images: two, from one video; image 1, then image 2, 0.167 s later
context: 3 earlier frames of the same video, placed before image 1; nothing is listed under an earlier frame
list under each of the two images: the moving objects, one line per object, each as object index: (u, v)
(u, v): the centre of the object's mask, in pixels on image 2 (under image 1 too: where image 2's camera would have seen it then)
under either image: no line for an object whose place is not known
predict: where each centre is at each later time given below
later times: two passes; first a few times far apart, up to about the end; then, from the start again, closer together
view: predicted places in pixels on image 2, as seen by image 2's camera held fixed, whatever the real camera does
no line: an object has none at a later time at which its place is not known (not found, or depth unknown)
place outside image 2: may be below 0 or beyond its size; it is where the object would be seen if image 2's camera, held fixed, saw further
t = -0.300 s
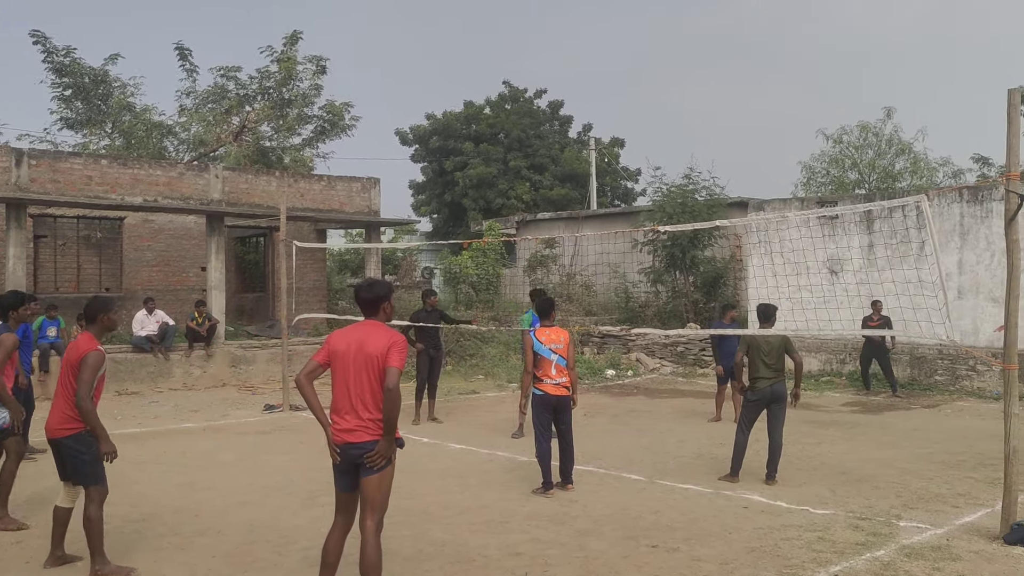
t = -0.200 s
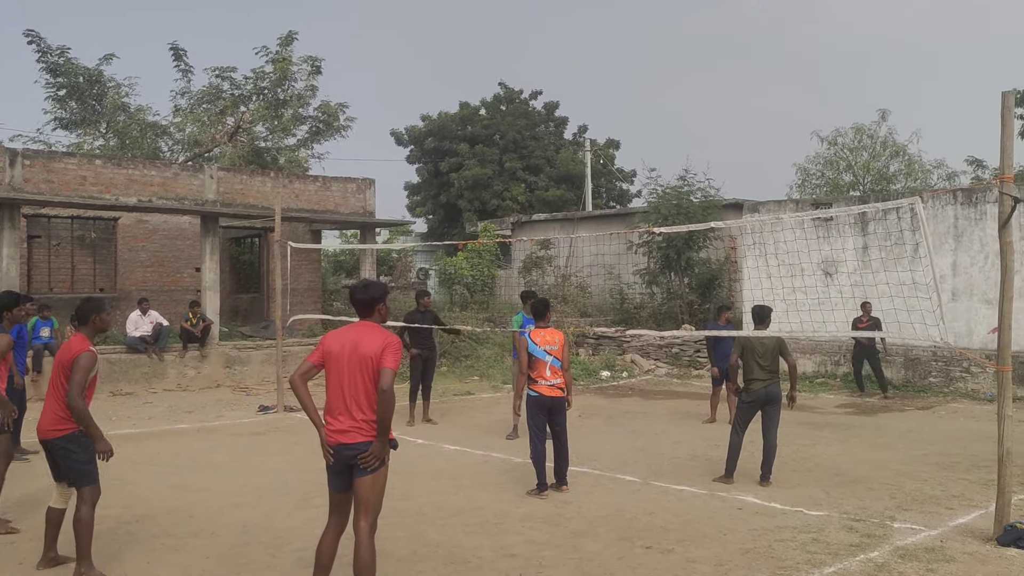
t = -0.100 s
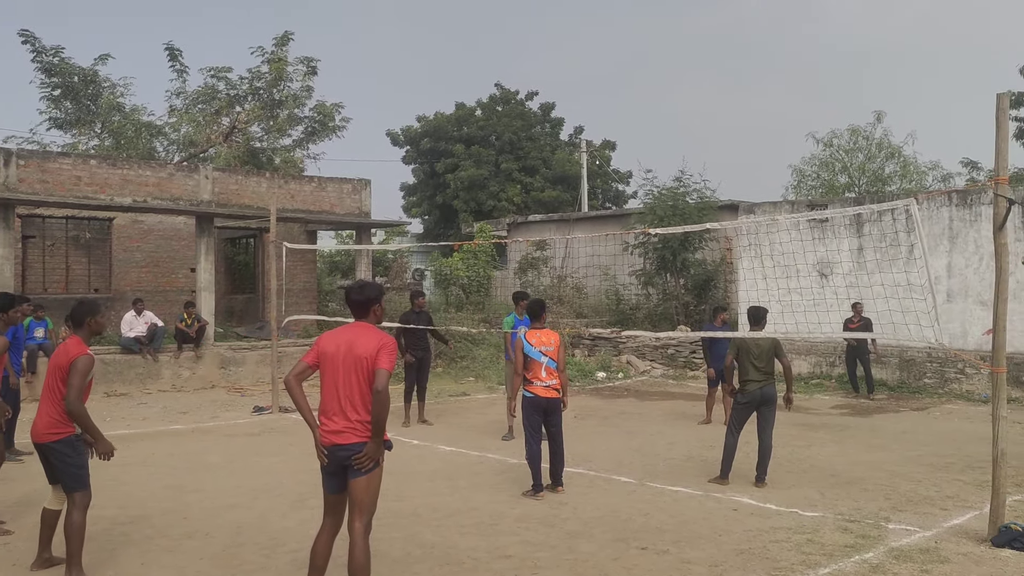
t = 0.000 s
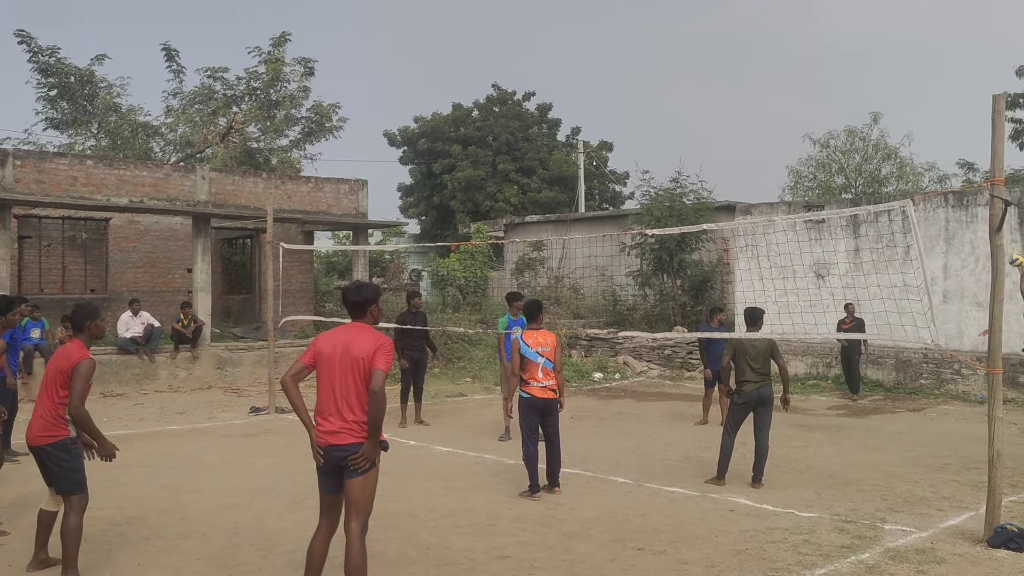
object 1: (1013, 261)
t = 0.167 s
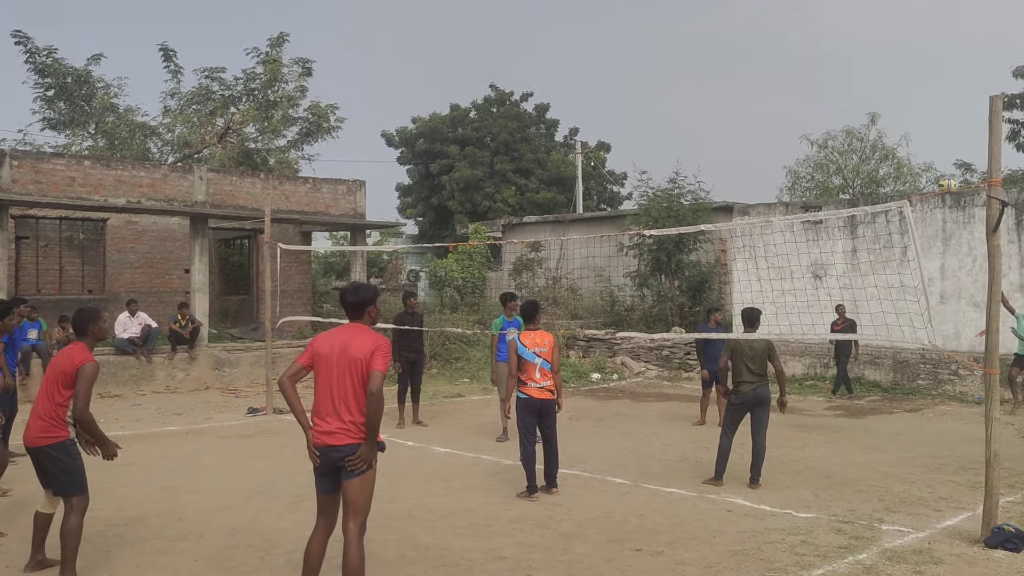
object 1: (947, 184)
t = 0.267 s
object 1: (902, 144)
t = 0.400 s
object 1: (836, 96)
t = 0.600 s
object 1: (718, 44)
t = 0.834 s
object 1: (545, 15)
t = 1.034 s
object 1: (352, 31)
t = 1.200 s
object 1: (141, 90)
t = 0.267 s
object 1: (902, 144)
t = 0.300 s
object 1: (887, 131)
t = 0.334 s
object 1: (871, 119)
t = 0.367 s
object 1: (853, 107)
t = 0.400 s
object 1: (836, 96)
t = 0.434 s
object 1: (817, 86)
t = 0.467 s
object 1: (799, 75)
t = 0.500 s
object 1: (780, 66)
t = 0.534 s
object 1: (761, 58)
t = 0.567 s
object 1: (739, 50)
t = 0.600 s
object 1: (718, 44)
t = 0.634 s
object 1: (695, 37)
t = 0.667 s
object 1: (673, 31)
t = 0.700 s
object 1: (649, 26)
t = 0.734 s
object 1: (625, 22)
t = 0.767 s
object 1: (600, 19)
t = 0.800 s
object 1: (573, 16)
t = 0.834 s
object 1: (545, 15)
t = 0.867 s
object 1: (517, 15)
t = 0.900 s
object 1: (487, 15)
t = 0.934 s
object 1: (456, 17)
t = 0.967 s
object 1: (423, 20)
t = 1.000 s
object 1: (389, 25)
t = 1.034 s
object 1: (352, 31)
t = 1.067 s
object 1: (315, 38)
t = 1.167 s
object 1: (187, 74)
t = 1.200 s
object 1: (141, 90)
